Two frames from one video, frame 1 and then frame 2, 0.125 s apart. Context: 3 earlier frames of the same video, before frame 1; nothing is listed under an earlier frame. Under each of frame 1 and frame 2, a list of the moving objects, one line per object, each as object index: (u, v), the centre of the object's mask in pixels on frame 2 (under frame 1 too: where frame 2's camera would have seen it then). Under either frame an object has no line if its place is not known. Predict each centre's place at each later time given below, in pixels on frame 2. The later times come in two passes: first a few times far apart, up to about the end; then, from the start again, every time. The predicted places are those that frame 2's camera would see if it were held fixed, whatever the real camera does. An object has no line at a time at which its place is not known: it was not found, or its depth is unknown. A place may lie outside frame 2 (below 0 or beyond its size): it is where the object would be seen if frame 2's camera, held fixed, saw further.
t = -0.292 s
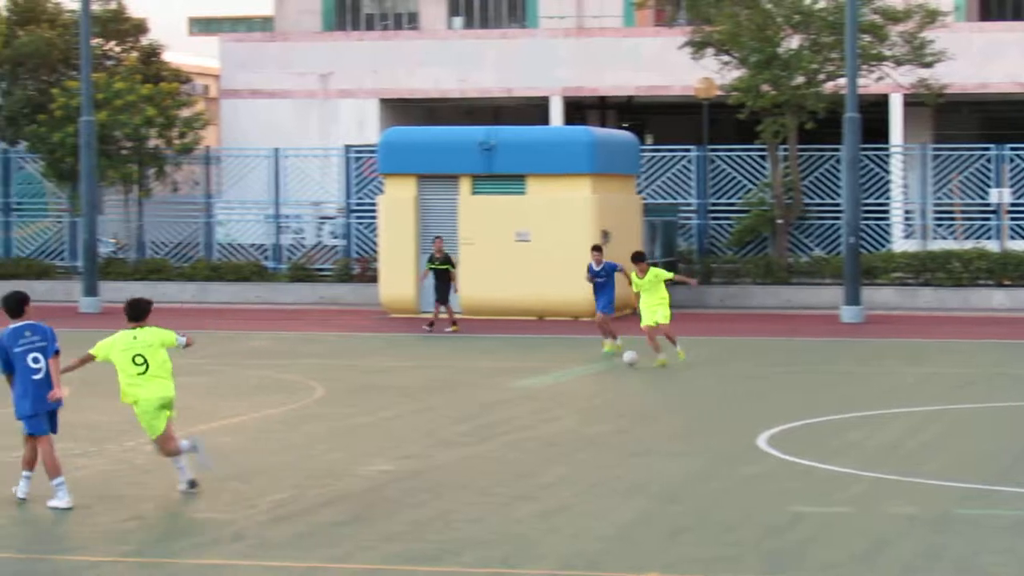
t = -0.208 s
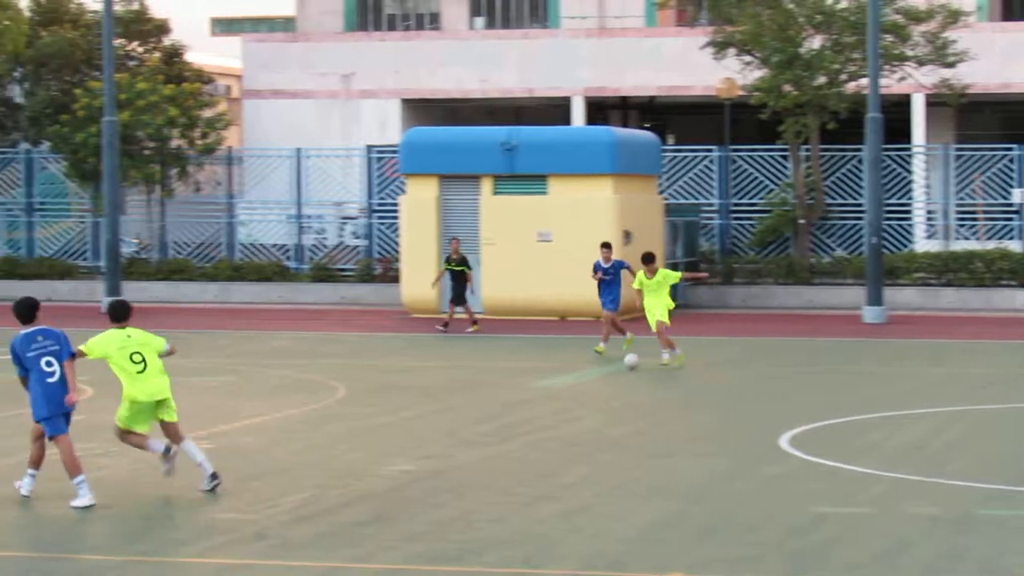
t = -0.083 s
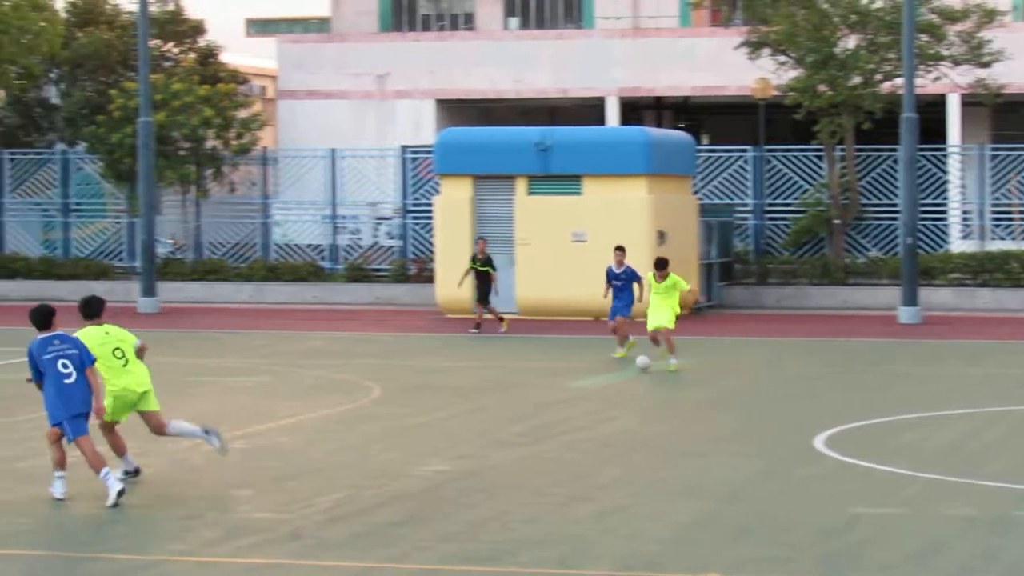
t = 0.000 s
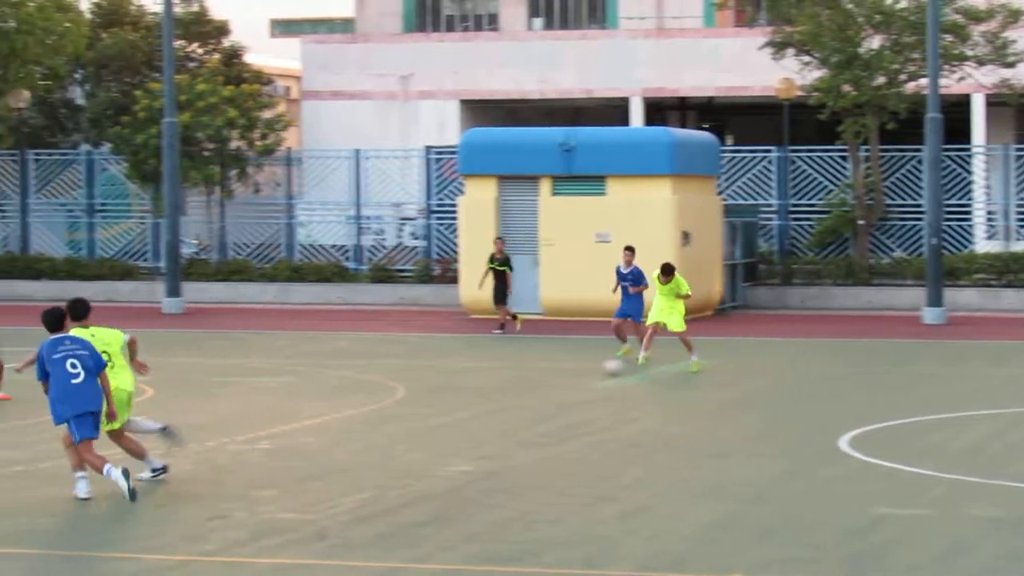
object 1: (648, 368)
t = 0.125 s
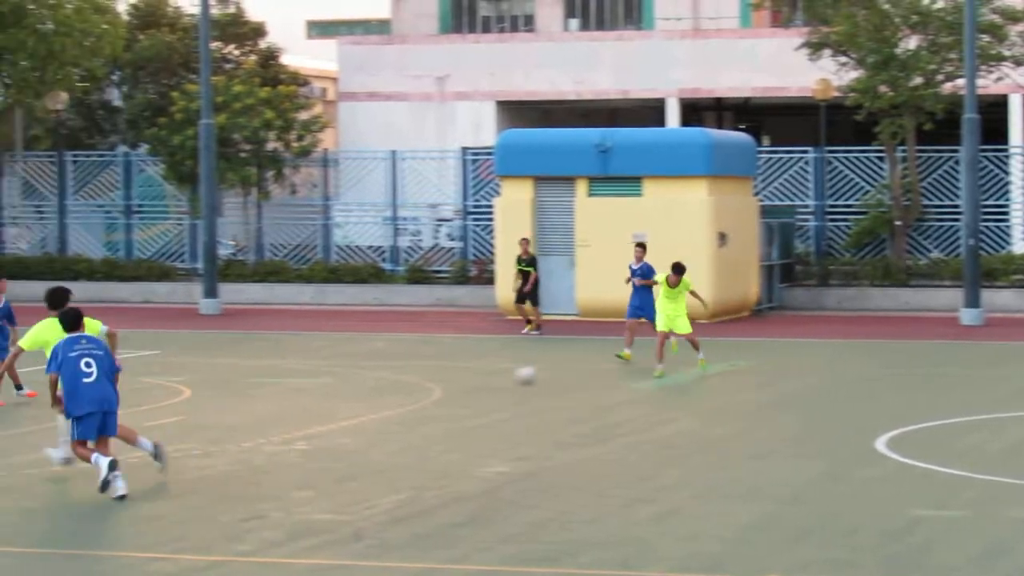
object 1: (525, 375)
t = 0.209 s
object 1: (442, 380)
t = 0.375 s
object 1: (270, 394)
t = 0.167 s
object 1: (483, 378)
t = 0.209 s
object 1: (442, 380)
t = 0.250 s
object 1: (399, 383)
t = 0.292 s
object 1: (356, 387)
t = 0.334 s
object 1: (313, 390)
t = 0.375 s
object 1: (270, 394)
